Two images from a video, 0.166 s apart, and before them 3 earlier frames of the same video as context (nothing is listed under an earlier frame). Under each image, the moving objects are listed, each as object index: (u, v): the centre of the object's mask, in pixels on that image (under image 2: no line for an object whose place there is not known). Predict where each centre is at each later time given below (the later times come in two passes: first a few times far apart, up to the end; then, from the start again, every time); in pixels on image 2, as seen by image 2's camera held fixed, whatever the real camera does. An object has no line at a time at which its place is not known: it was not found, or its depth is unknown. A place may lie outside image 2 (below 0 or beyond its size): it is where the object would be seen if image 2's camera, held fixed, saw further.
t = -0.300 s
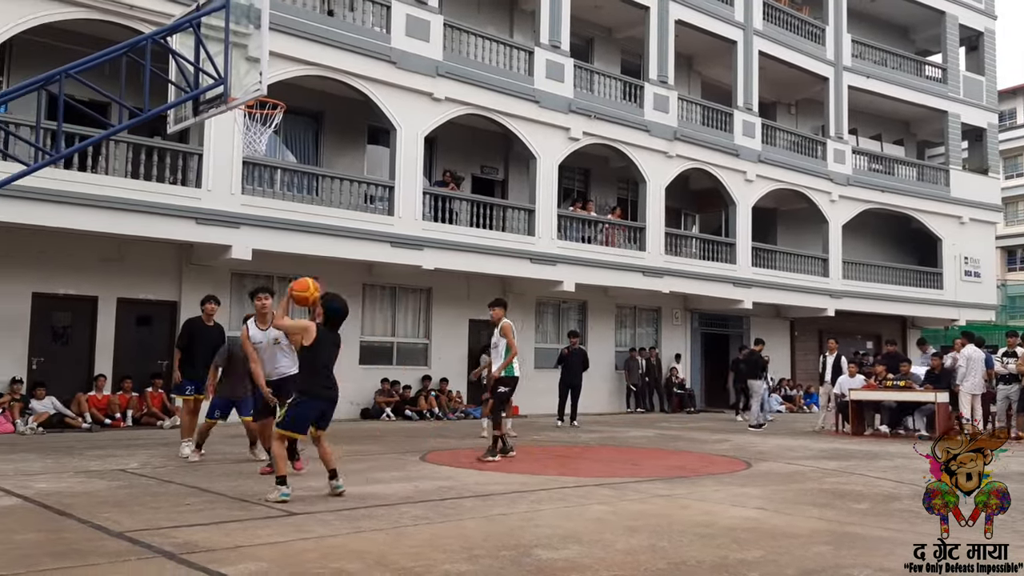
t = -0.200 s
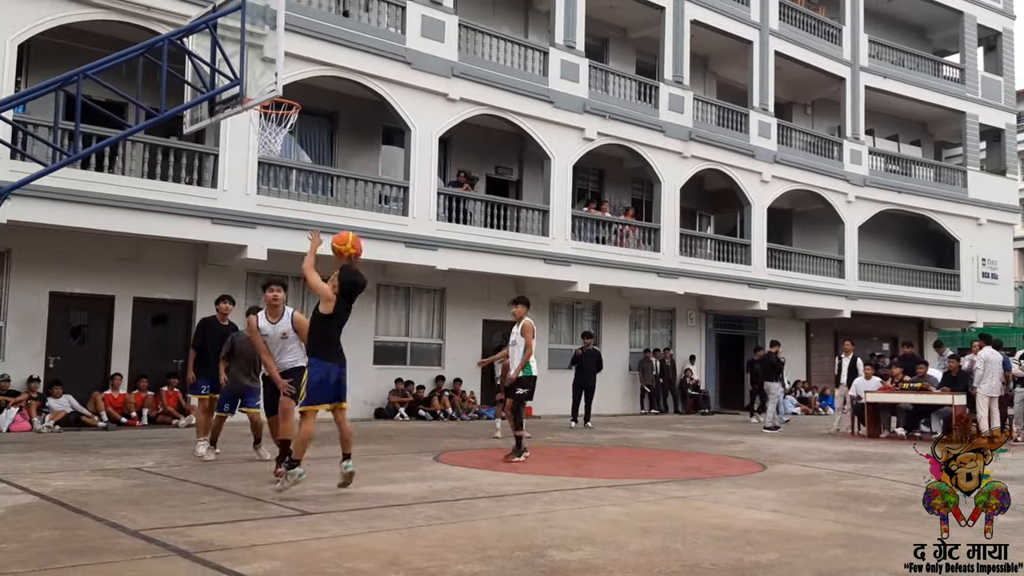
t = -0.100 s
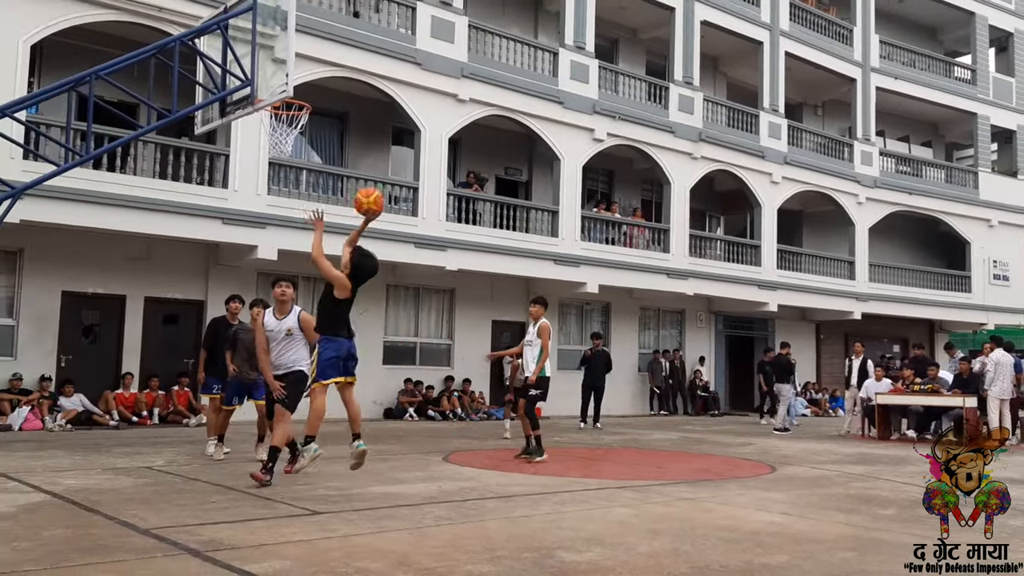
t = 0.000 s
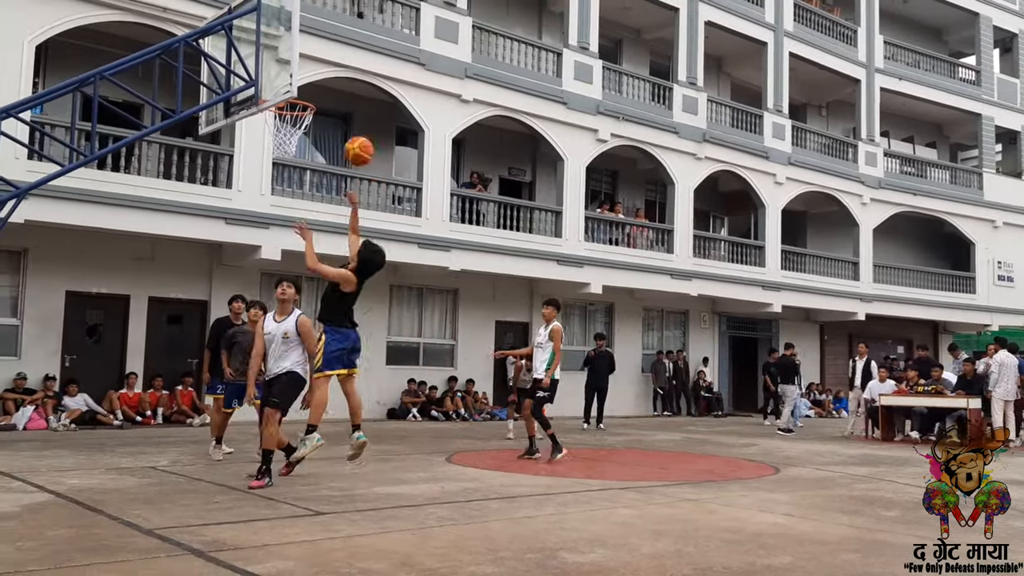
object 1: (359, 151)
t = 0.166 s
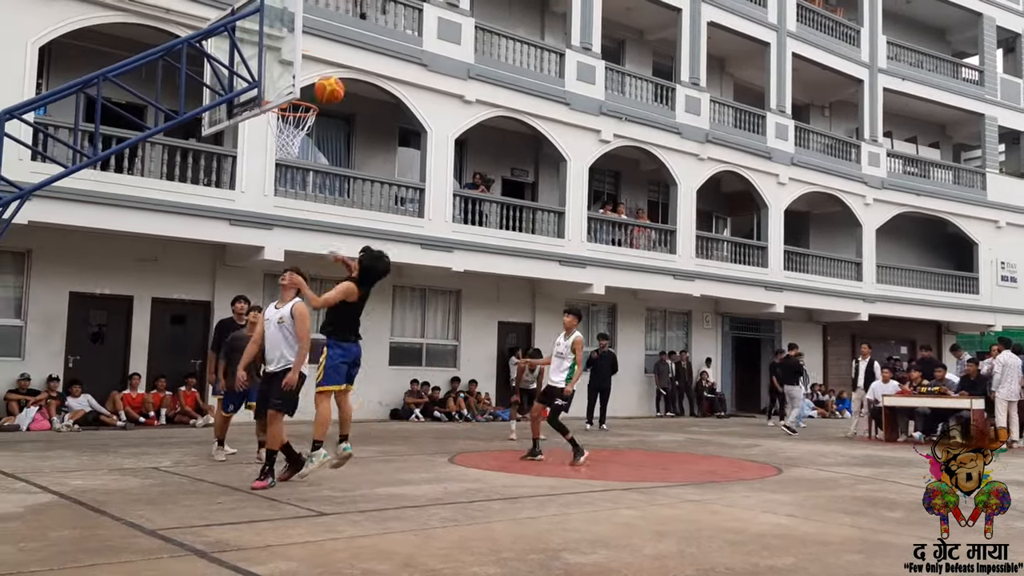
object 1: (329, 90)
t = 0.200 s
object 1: (323, 82)
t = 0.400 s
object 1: (282, 57)
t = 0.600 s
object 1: (290, 82)
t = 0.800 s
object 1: (310, 72)
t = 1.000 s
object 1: (322, 109)
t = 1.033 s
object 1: (324, 119)
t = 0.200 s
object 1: (323, 82)
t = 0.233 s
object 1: (316, 74)
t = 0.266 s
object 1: (312, 68)
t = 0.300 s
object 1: (309, 64)
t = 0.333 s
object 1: (306, 61)
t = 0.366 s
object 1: (285, 58)
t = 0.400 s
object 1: (282, 57)
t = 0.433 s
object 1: (282, 62)
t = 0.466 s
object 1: (283, 67)
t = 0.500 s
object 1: (283, 73)
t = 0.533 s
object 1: (284, 81)
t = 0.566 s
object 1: (284, 85)
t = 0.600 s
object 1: (290, 82)
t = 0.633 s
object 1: (293, 76)
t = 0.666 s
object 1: (294, 74)
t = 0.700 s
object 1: (300, 72)
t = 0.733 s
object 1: (304, 70)
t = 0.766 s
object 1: (309, 71)
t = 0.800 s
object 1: (310, 72)
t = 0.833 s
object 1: (311, 74)
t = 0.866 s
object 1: (313, 79)
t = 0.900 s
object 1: (314, 84)
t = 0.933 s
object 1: (317, 91)
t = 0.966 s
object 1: (319, 99)
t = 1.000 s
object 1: (322, 109)
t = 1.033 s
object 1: (324, 119)
